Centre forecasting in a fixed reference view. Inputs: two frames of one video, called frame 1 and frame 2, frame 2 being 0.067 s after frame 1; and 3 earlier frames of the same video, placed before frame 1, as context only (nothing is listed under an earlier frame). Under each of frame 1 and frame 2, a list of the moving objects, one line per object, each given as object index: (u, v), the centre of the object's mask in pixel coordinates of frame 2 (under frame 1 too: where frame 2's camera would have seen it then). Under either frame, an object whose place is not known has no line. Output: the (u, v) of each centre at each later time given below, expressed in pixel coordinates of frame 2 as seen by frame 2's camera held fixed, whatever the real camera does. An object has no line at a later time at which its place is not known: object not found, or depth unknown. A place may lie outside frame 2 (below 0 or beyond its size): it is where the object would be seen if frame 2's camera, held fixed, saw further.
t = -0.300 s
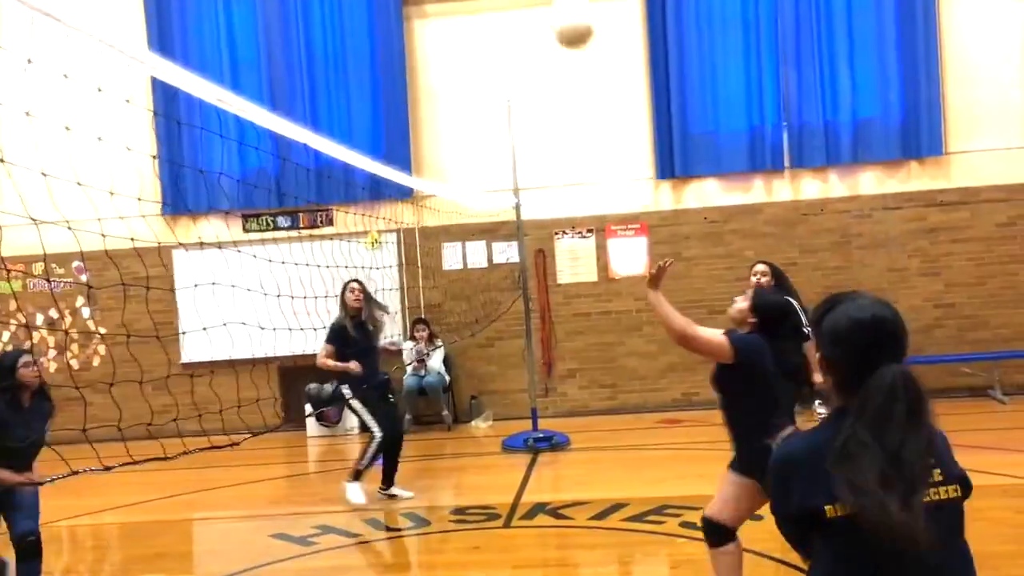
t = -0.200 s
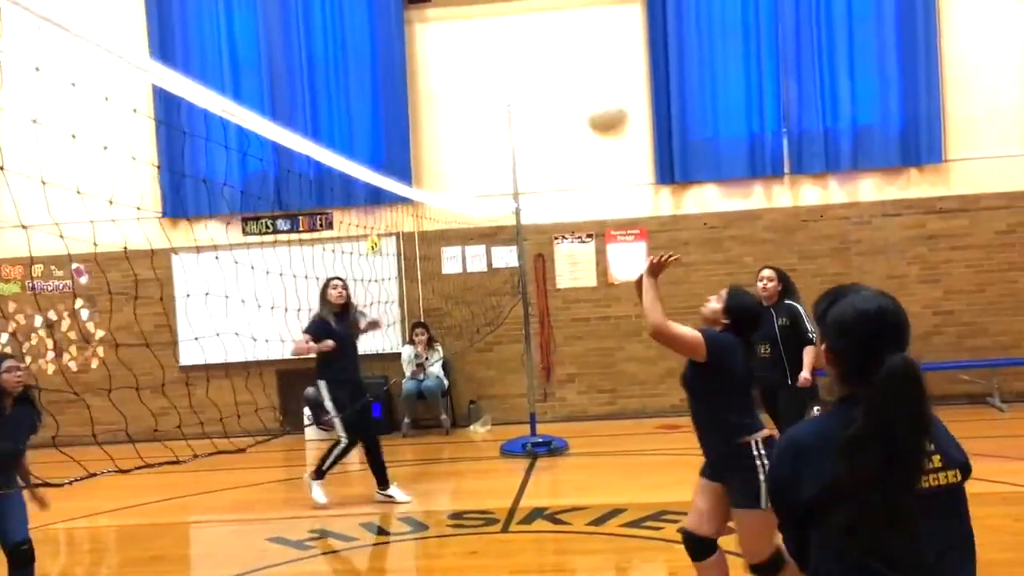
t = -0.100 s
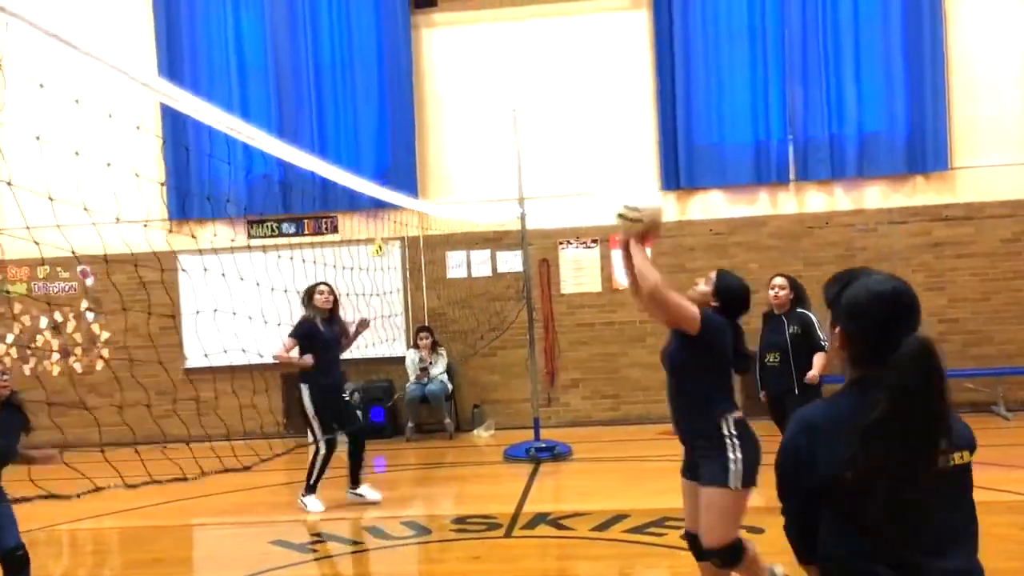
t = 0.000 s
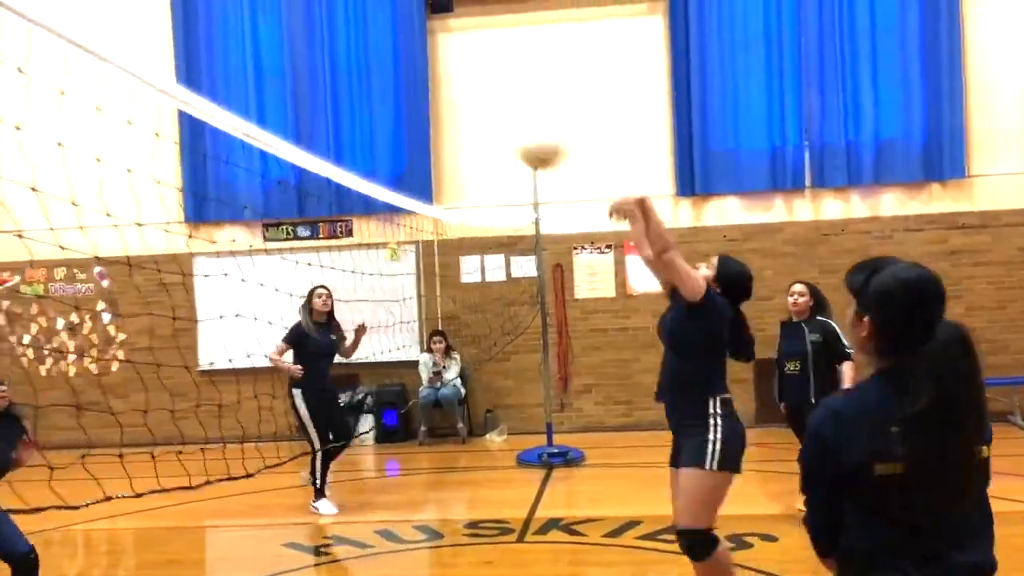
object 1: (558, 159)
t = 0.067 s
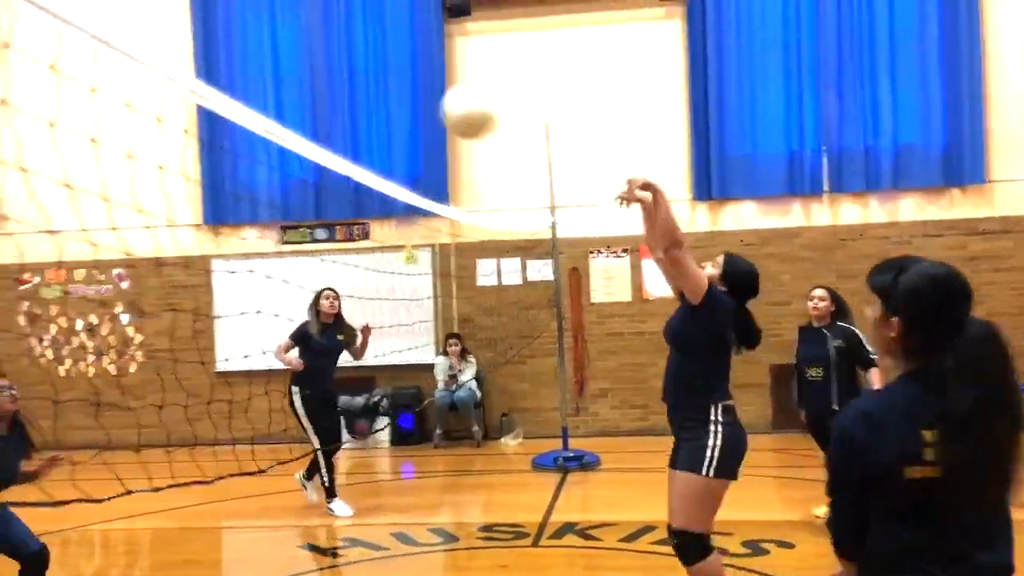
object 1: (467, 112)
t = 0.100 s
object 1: (426, 97)
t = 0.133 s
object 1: (380, 86)
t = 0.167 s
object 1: (333, 77)
